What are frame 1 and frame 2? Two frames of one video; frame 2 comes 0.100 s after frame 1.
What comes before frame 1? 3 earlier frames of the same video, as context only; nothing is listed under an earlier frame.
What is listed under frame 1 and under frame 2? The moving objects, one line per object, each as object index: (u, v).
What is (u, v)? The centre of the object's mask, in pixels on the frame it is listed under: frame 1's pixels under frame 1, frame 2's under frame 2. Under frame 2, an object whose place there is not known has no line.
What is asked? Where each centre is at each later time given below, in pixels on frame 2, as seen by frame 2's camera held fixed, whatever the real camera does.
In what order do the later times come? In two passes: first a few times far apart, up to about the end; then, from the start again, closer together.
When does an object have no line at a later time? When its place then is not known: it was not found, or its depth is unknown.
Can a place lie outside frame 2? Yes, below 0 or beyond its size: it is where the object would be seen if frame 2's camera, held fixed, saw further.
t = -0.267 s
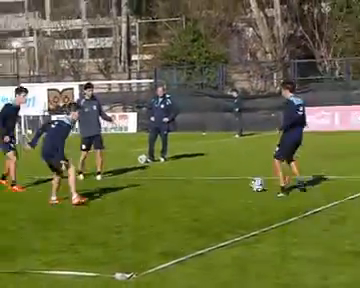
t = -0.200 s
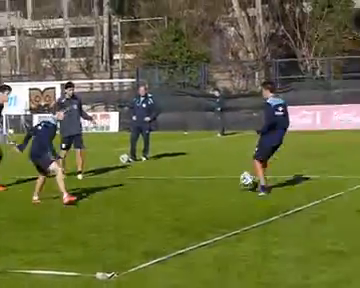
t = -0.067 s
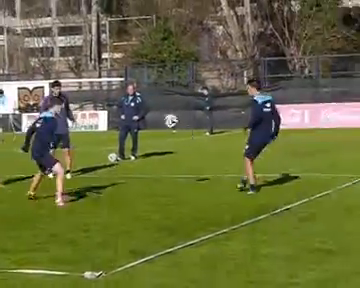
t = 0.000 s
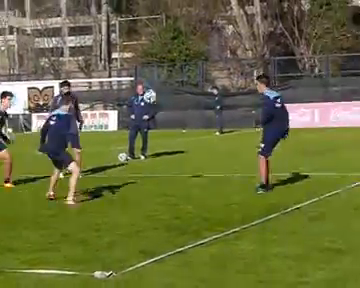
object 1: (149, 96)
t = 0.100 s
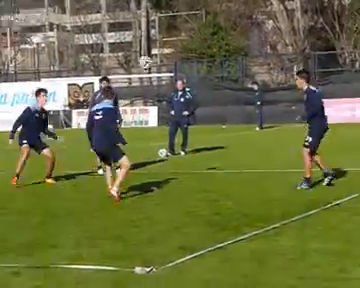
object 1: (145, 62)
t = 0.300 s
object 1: (60, 23)
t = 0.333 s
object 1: (48, 18)
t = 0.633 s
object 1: (-71, 6)
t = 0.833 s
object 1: (-146, 27)
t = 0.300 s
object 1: (60, 23)
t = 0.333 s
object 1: (48, 18)
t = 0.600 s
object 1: (-59, 5)
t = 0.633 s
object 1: (-71, 6)
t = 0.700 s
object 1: (-96, 11)
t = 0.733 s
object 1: (-109, 15)
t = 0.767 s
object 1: (-122, 18)
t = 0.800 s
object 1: (-134, 23)
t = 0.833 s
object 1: (-146, 27)
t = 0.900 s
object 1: (-170, 40)
